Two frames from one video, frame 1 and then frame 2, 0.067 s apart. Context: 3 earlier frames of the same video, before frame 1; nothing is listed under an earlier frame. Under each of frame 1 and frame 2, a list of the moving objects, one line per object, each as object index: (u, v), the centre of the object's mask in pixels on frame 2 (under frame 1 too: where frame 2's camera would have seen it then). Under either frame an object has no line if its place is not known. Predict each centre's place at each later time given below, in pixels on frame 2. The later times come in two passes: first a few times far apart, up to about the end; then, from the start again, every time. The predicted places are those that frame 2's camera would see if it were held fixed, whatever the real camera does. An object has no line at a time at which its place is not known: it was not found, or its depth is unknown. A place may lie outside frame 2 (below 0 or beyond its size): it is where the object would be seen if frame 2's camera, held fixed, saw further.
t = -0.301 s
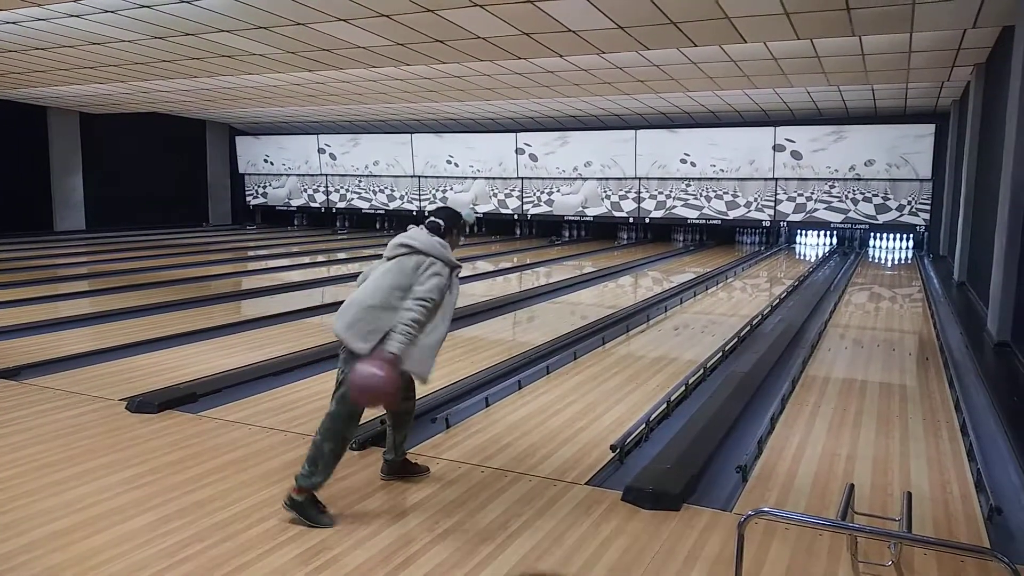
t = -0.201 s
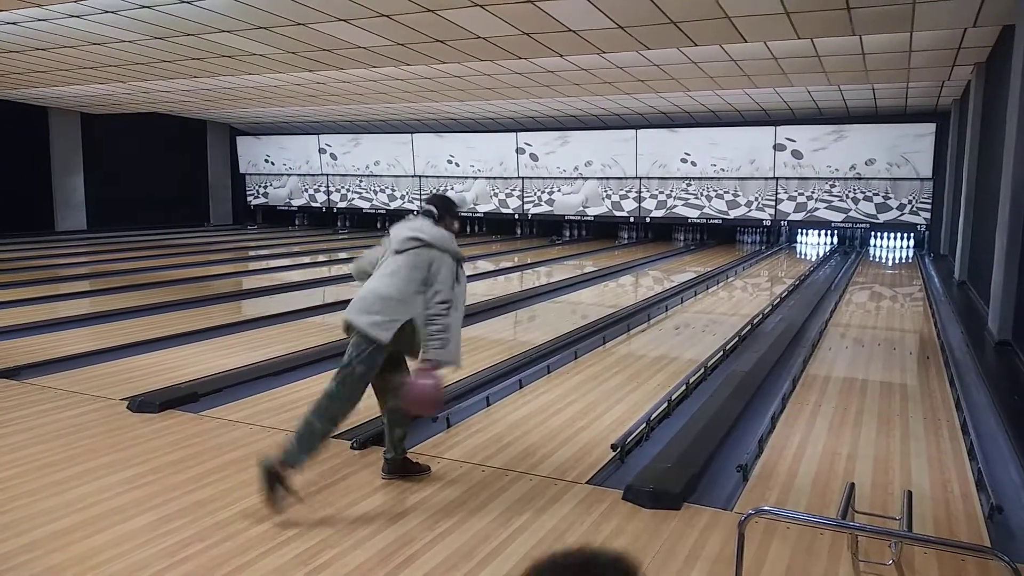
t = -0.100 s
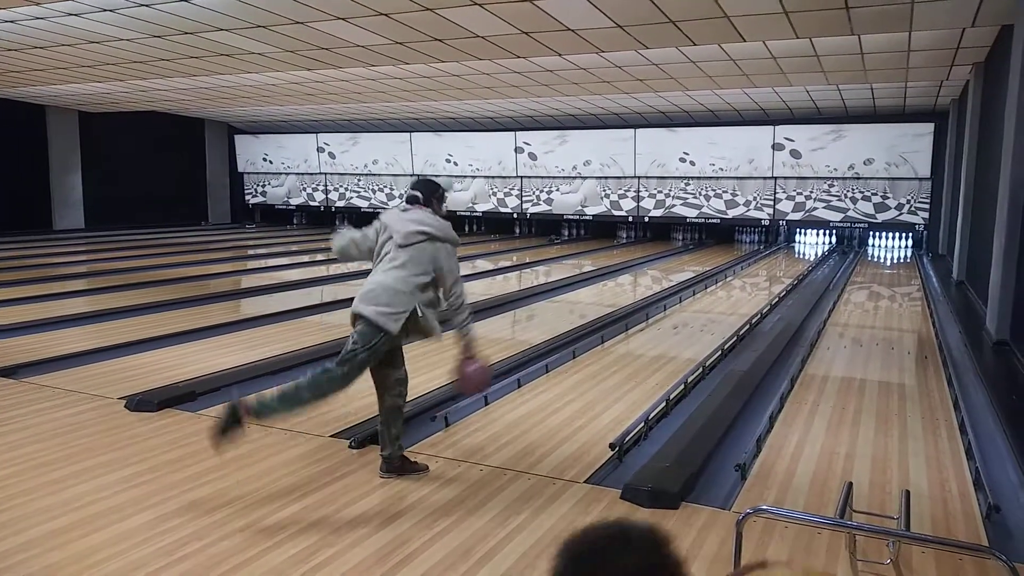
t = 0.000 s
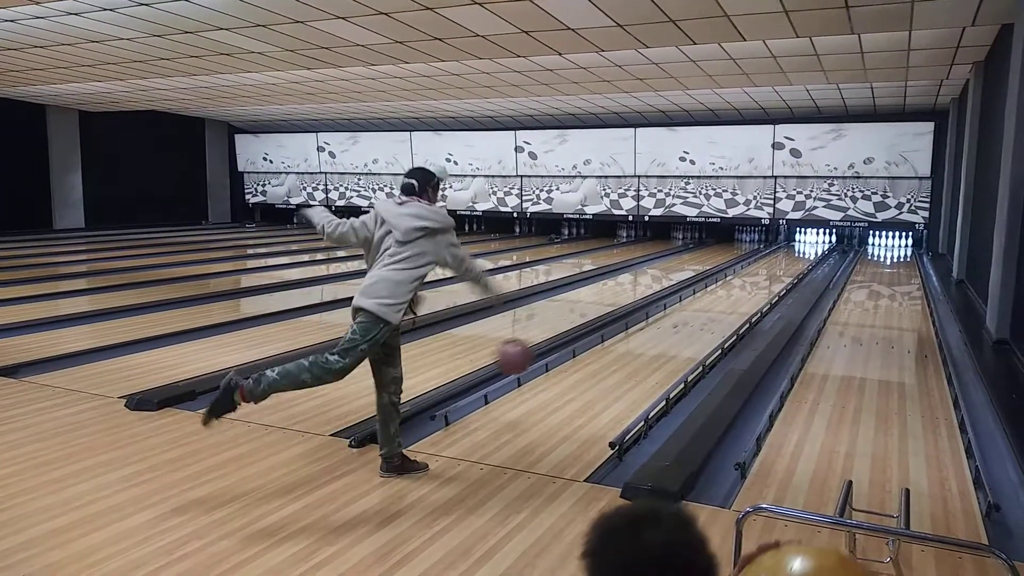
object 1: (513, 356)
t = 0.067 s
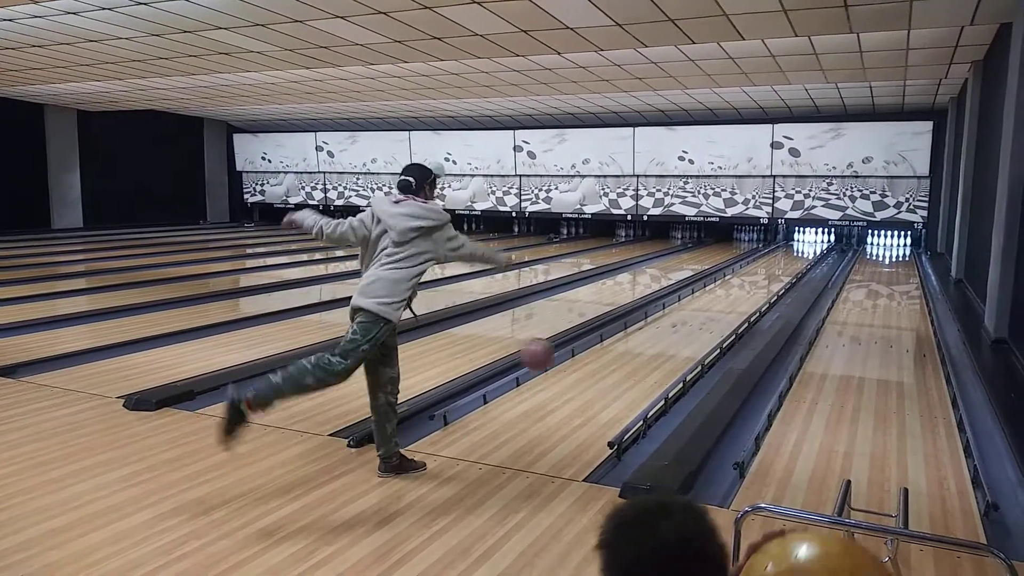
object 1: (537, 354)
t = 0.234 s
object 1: (585, 379)
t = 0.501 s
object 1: (641, 352)
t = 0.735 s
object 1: (676, 332)
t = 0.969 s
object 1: (703, 317)
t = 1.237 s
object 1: (726, 304)
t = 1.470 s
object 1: (743, 296)
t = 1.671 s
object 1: (755, 289)
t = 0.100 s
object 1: (546, 356)
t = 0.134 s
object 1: (556, 359)
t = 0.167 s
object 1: (566, 363)
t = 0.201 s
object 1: (575, 370)
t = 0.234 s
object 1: (585, 379)
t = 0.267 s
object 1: (594, 378)
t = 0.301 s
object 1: (602, 370)
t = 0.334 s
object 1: (609, 365)
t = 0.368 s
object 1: (615, 360)
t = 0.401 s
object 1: (622, 358)
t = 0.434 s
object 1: (628, 357)
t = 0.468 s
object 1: (634, 357)
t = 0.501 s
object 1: (641, 352)
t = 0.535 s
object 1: (646, 349)
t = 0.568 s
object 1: (652, 346)
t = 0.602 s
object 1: (657, 343)
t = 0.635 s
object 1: (662, 341)
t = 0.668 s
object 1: (667, 338)
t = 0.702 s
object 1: (671, 335)
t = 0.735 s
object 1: (676, 332)
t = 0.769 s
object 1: (680, 330)
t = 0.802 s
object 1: (684, 328)
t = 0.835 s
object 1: (688, 325)
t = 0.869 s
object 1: (692, 323)
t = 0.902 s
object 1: (696, 321)
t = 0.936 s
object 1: (699, 319)
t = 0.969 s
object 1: (703, 317)
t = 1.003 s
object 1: (706, 315)
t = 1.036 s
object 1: (709, 313)
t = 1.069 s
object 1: (712, 311)
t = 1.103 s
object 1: (715, 310)
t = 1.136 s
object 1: (718, 308)
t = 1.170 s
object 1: (721, 307)
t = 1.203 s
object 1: (724, 305)
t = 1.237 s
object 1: (726, 304)
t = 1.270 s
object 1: (729, 303)
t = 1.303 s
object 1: (731, 302)
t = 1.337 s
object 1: (734, 301)
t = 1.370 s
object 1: (736, 299)
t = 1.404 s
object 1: (739, 298)
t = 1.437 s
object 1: (741, 297)
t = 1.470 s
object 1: (743, 296)
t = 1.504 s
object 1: (746, 295)
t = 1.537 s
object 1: (747, 294)
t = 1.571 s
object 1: (750, 292)
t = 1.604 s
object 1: (751, 291)
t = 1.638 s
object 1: (754, 289)
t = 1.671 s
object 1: (755, 289)
